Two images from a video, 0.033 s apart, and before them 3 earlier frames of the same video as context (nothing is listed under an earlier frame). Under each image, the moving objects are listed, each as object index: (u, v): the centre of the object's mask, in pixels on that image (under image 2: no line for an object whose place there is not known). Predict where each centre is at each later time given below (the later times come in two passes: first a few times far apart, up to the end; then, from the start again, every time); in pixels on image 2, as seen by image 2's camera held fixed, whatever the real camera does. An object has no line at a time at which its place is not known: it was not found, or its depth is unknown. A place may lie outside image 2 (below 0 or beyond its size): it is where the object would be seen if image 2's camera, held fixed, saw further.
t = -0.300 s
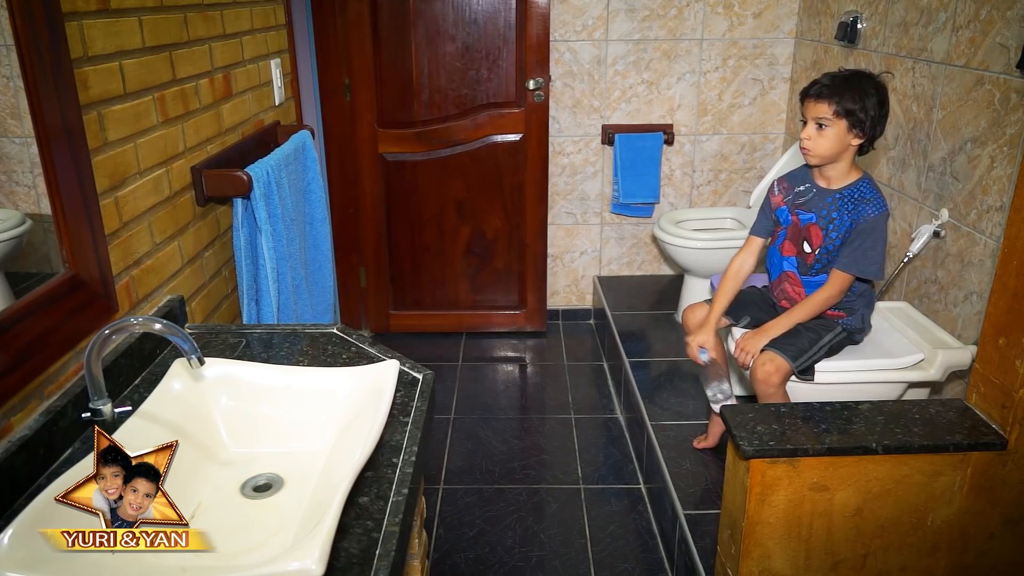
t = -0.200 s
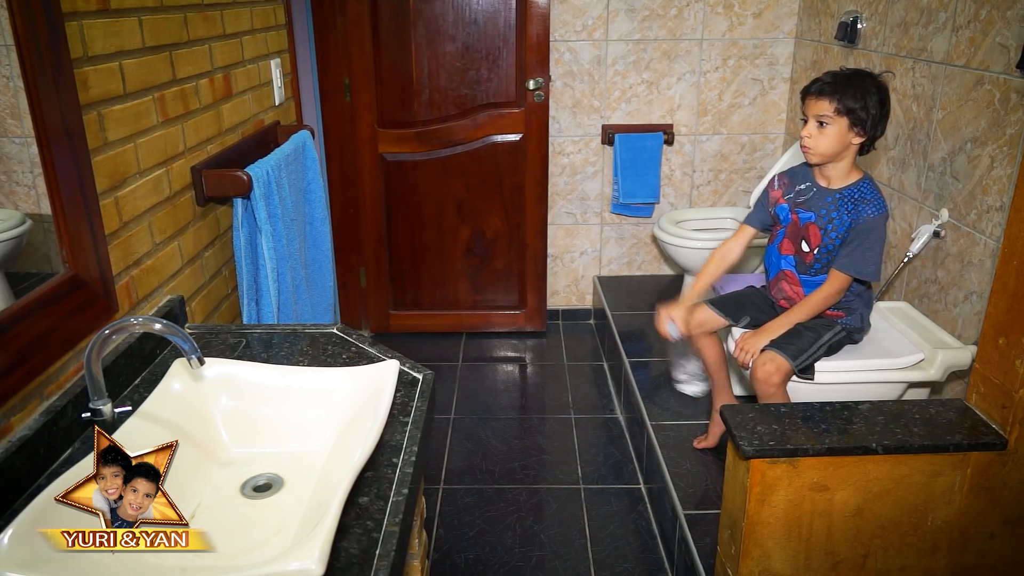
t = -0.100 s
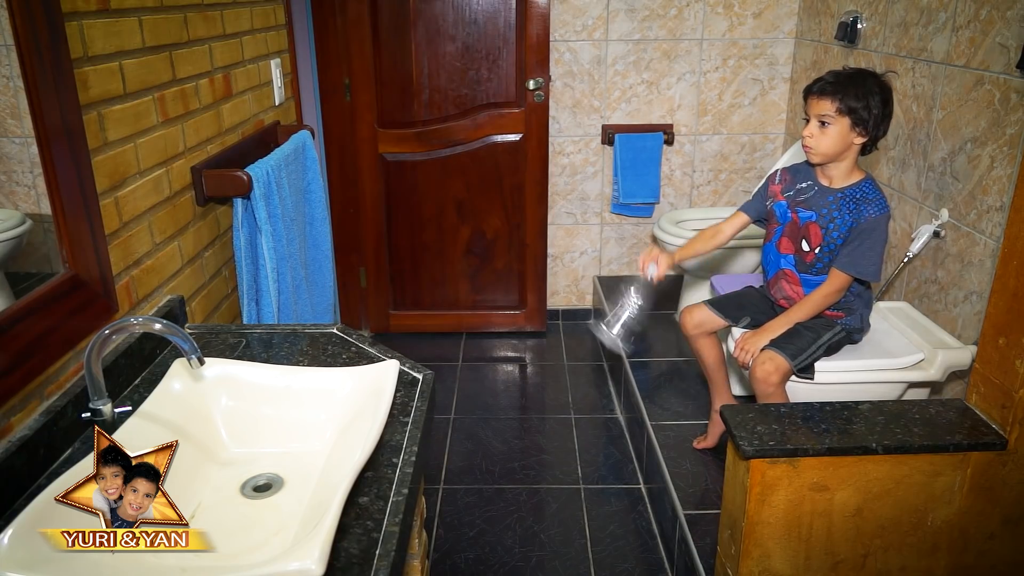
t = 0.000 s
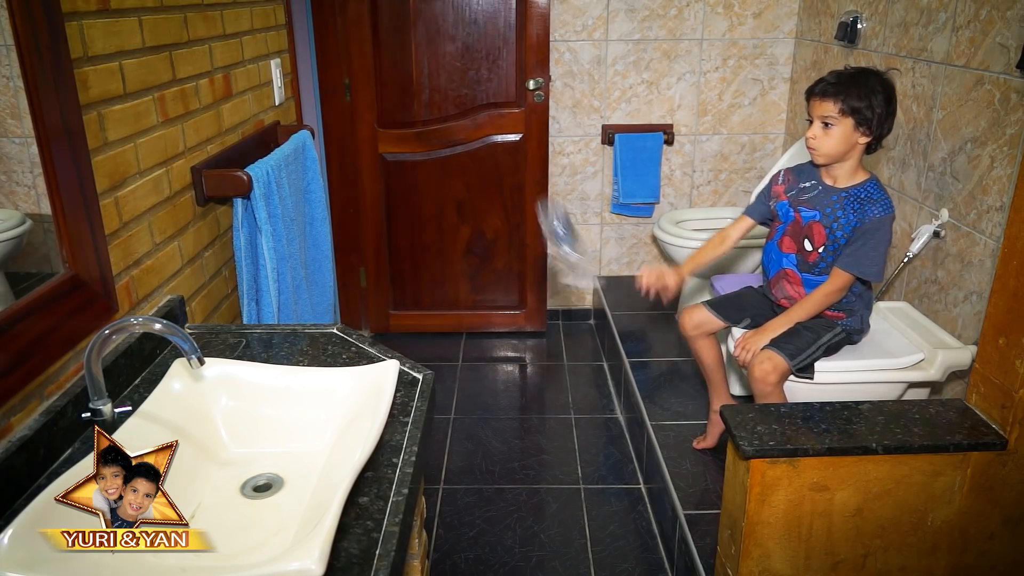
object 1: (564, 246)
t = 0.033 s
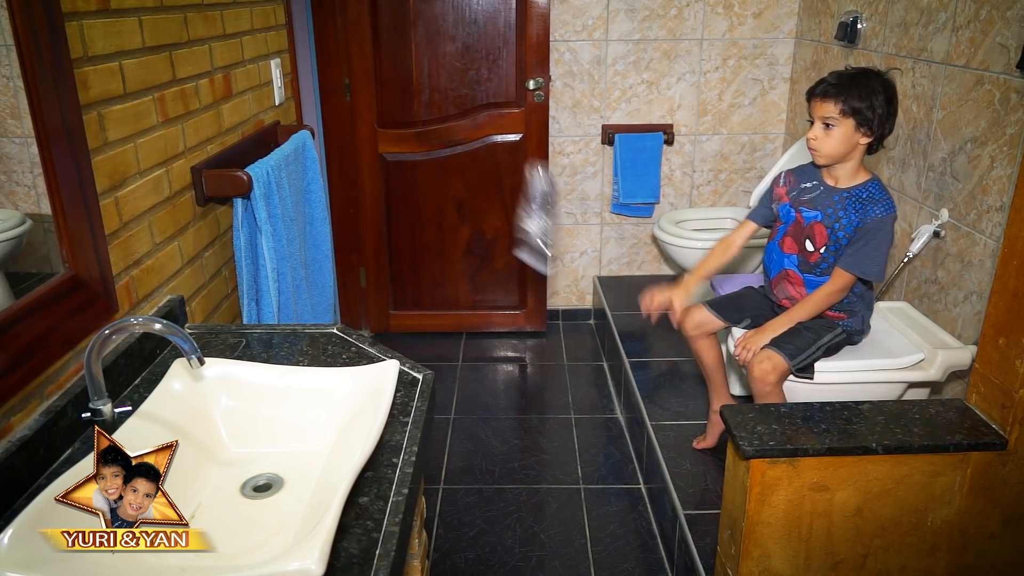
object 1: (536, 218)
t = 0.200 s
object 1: (423, 114)
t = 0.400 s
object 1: (280, 192)
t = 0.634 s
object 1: (161, 302)
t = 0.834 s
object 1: (150, 301)
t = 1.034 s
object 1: (160, 300)
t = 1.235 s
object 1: (194, 308)
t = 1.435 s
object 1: (189, 306)
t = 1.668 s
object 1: (183, 303)
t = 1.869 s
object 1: (188, 304)
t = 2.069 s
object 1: (189, 304)
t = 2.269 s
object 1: (184, 303)
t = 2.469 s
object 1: (185, 304)
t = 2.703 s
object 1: (185, 304)
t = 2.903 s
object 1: (185, 304)
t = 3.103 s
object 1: (185, 304)
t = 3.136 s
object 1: (185, 304)
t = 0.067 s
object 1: (515, 189)
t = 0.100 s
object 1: (493, 162)
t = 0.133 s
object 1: (469, 141)
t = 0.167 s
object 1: (446, 125)
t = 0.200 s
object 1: (423, 114)
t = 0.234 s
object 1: (401, 109)
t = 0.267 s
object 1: (380, 113)
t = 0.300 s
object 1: (355, 123)
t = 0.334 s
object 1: (332, 139)
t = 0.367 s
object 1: (306, 165)
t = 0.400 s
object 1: (280, 192)
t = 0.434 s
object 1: (259, 229)
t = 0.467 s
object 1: (236, 270)
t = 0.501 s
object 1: (217, 298)
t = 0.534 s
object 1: (198, 300)
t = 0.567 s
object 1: (183, 300)
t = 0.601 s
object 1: (167, 301)
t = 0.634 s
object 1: (161, 302)
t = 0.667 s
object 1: (154, 302)
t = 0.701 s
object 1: (153, 302)
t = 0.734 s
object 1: (152, 302)
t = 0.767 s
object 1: (151, 302)
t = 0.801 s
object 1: (151, 301)
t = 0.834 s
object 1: (150, 301)
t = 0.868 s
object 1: (153, 300)
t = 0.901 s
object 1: (155, 301)
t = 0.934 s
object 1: (156, 300)
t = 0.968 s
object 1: (157, 300)
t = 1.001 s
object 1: (158, 300)
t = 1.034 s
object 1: (160, 300)
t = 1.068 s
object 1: (168, 300)
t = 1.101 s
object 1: (176, 300)
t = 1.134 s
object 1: (186, 303)
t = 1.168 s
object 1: (191, 305)
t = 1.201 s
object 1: (193, 307)
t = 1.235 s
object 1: (194, 308)
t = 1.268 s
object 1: (196, 309)
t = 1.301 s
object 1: (197, 310)
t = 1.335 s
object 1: (196, 310)
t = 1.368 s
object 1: (194, 310)
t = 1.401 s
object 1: (191, 308)
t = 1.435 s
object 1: (189, 306)
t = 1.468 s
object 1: (189, 304)
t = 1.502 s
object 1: (192, 303)
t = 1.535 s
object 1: (194, 303)
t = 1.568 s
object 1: (194, 303)
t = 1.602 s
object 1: (193, 303)
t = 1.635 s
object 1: (188, 303)
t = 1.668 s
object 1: (183, 303)
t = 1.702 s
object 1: (182, 303)
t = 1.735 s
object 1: (184, 303)
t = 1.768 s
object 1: (185, 304)
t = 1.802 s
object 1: (185, 304)
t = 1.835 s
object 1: (187, 303)
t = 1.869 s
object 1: (188, 304)
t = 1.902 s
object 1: (185, 304)
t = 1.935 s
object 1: (181, 304)
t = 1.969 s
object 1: (181, 303)
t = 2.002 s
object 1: (184, 303)
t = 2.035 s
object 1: (188, 304)
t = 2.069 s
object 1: (189, 304)
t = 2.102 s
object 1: (186, 303)
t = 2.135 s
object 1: (183, 304)
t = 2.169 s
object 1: (184, 304)
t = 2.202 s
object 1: (186, 304)
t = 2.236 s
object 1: (185, 304)
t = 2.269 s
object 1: (184, 303)
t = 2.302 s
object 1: (186, 304)
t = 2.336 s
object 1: (186, 304)
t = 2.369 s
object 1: (184, 303)
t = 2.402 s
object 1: (185, 304)
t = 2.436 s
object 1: (185, 303)
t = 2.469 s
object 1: (185, 304)
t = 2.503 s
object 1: (185, 304)
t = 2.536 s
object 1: (185, 304)
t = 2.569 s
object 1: (185, 304)
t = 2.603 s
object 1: (185, 304)
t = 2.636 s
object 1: (185, 304)
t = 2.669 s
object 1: (185, 304)
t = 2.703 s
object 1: (185, 304)
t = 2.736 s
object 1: (185, 304)
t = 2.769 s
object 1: (185, 304)
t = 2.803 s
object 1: (185, 304)
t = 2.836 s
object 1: (185, 304)
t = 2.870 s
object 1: (185, 304)
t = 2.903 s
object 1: (185, 304)
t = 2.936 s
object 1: (185, 304)
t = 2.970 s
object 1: (185, 304)
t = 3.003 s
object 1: (185, 304)
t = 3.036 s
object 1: (185, 304)
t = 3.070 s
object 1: (185, 304)
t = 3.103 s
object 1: (185, 304)
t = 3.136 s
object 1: (185, 304)
